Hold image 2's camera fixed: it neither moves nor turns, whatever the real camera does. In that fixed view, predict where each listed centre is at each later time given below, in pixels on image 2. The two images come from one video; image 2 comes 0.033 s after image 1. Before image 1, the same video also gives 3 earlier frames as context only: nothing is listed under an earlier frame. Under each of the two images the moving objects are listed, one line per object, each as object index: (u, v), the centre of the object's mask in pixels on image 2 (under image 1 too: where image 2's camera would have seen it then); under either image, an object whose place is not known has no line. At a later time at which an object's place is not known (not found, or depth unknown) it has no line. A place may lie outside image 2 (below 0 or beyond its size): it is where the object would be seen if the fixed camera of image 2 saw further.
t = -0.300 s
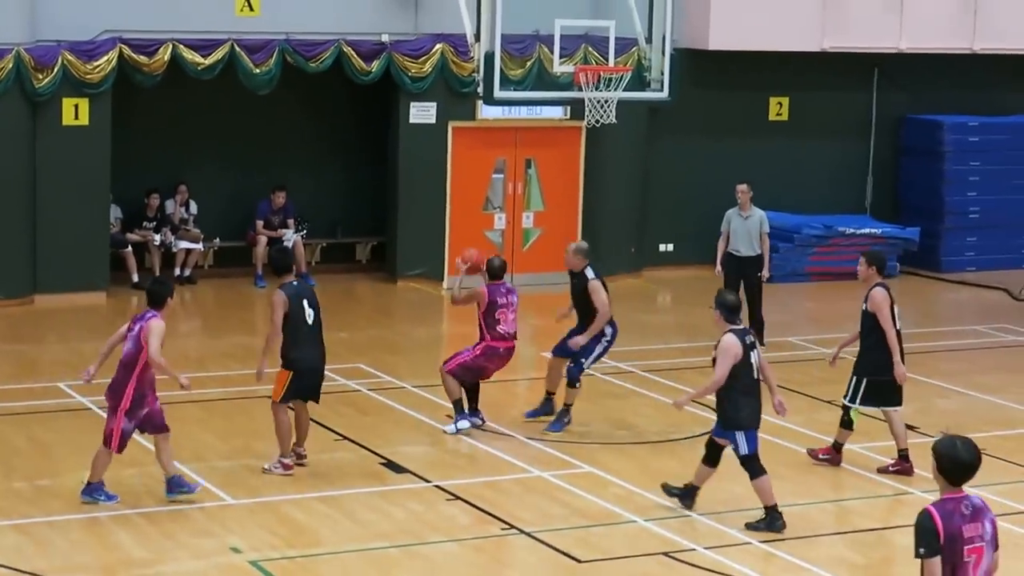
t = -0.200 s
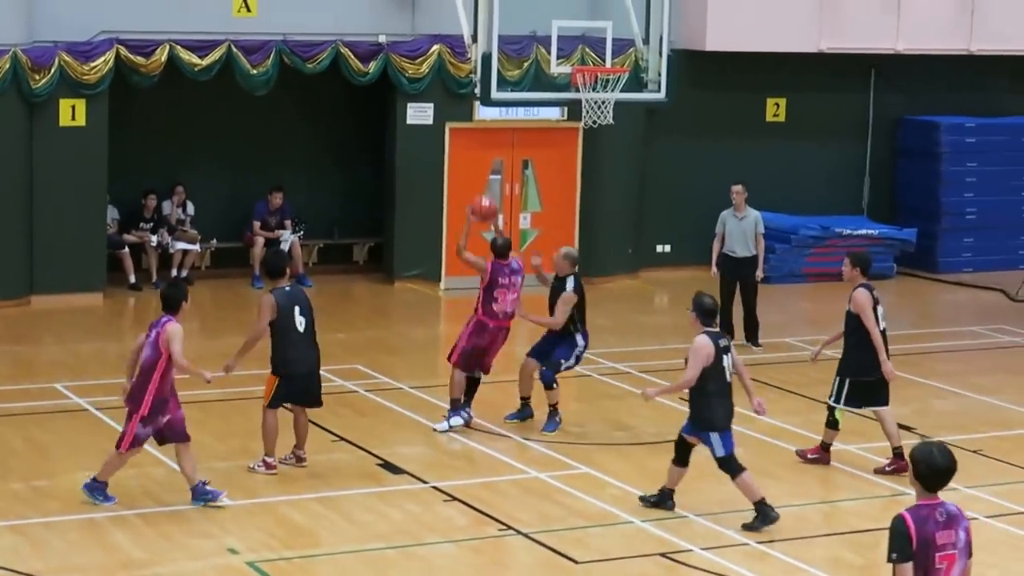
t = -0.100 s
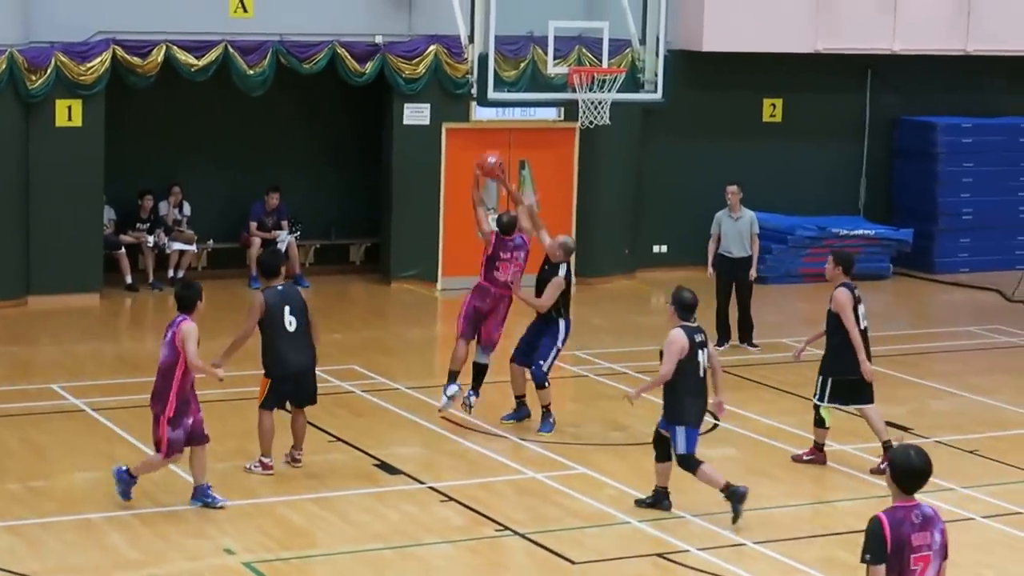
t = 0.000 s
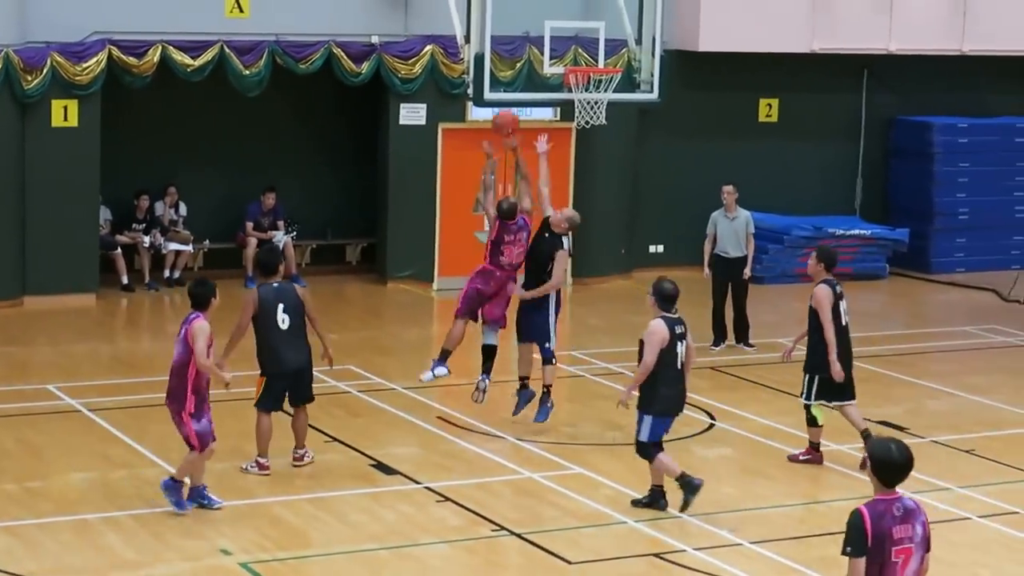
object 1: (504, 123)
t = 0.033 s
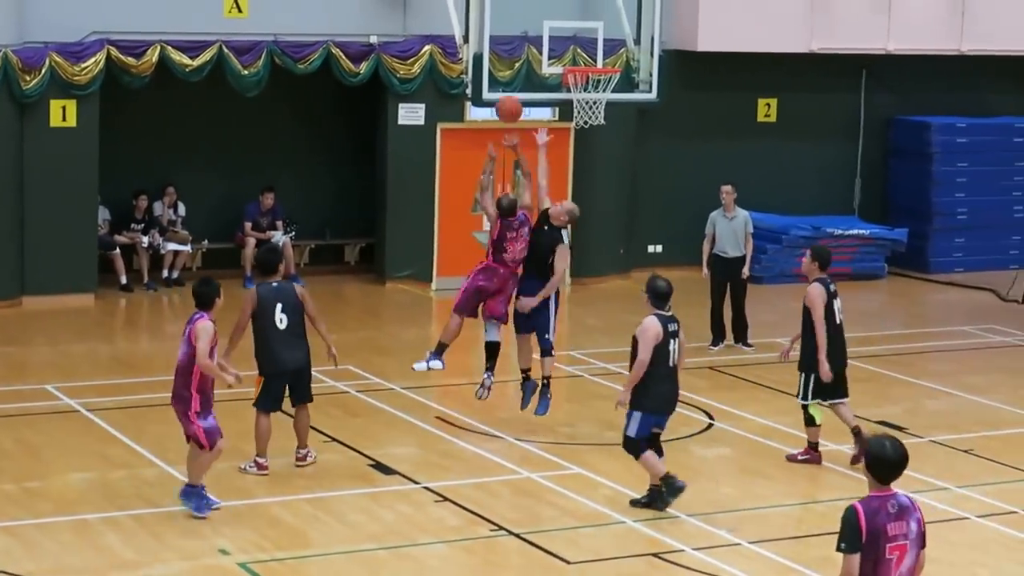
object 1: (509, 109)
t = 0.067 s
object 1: (513, 96)
